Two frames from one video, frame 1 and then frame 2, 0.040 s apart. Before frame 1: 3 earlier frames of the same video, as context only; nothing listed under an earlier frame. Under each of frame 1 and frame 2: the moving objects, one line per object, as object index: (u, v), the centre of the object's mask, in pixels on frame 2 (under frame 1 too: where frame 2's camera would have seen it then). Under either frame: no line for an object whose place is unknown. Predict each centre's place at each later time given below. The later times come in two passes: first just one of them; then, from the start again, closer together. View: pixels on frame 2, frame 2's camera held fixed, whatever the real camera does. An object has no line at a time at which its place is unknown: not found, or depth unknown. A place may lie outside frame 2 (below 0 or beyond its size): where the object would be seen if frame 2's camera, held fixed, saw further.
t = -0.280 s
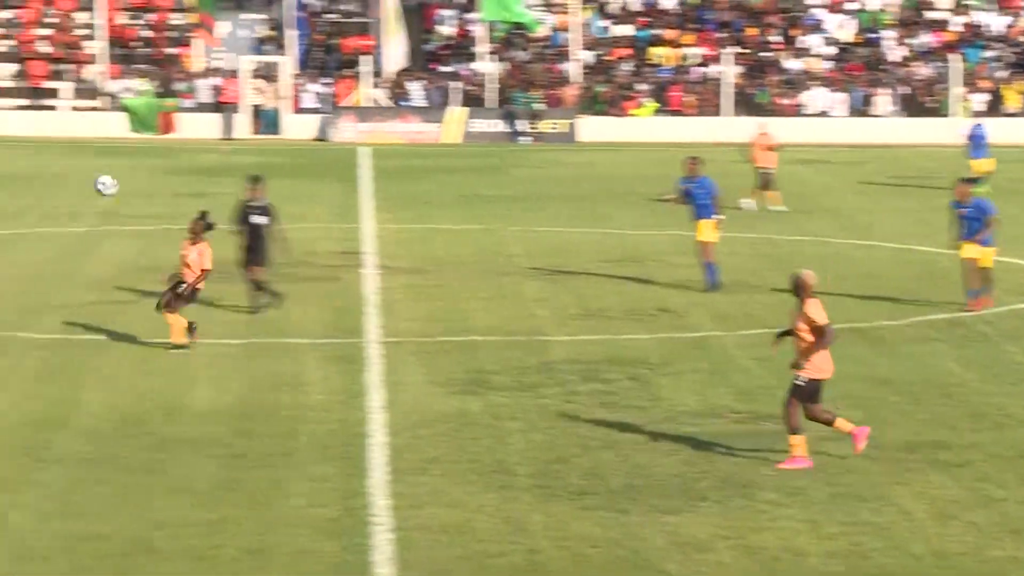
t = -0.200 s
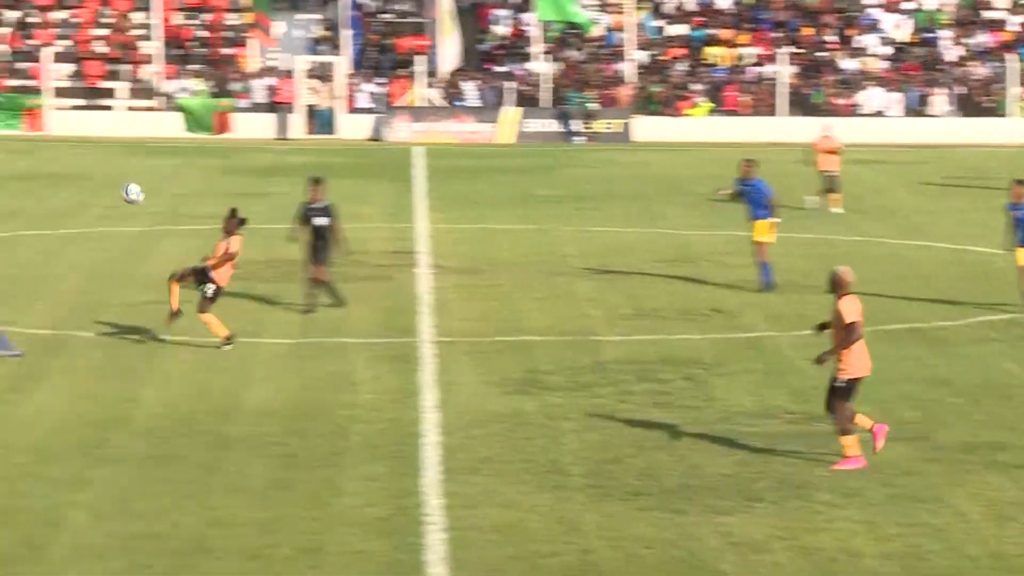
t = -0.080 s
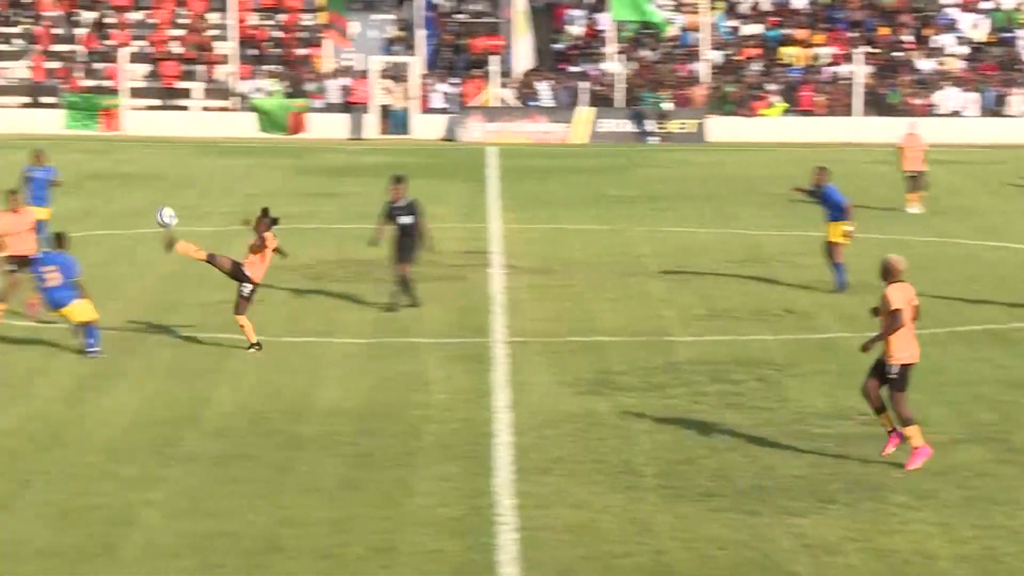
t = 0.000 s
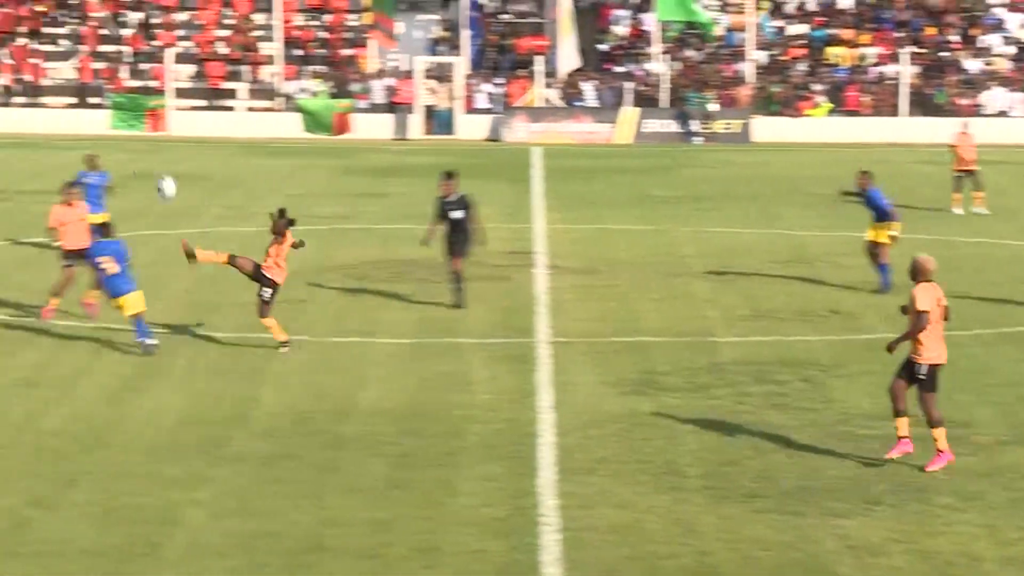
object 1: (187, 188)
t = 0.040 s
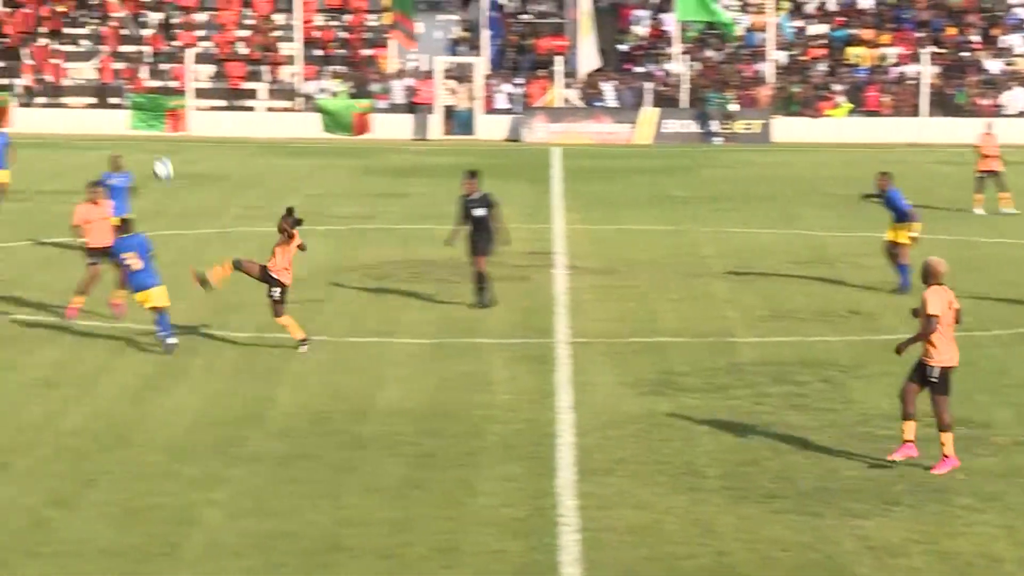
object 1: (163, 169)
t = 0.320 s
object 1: (-7, 91)
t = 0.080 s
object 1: (139, 154)
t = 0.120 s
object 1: (115, 141)
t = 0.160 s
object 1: (89, 127)
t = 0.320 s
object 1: (-7, 91)
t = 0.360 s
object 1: (-32, 86)
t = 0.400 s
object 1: (-56, 82)
